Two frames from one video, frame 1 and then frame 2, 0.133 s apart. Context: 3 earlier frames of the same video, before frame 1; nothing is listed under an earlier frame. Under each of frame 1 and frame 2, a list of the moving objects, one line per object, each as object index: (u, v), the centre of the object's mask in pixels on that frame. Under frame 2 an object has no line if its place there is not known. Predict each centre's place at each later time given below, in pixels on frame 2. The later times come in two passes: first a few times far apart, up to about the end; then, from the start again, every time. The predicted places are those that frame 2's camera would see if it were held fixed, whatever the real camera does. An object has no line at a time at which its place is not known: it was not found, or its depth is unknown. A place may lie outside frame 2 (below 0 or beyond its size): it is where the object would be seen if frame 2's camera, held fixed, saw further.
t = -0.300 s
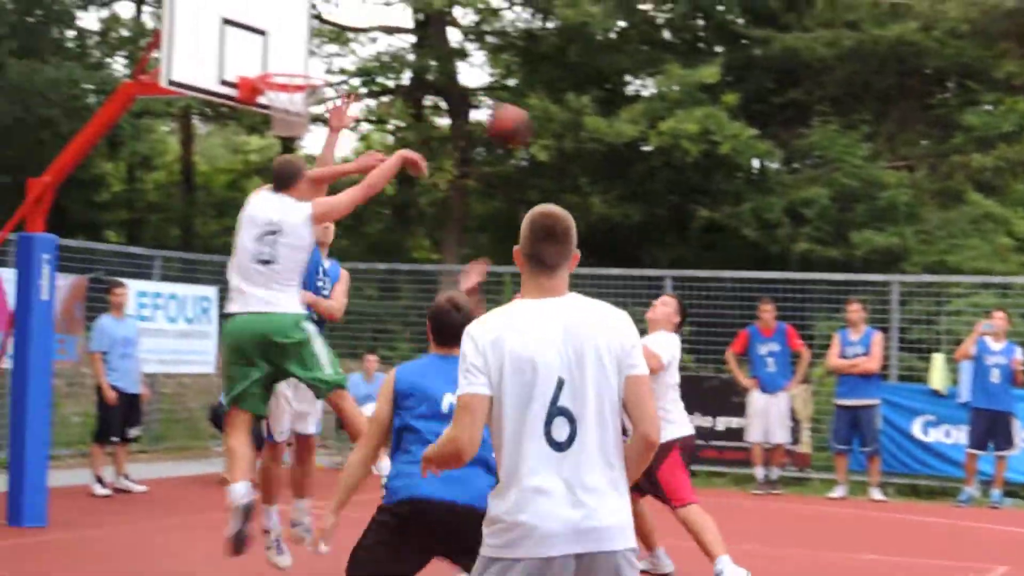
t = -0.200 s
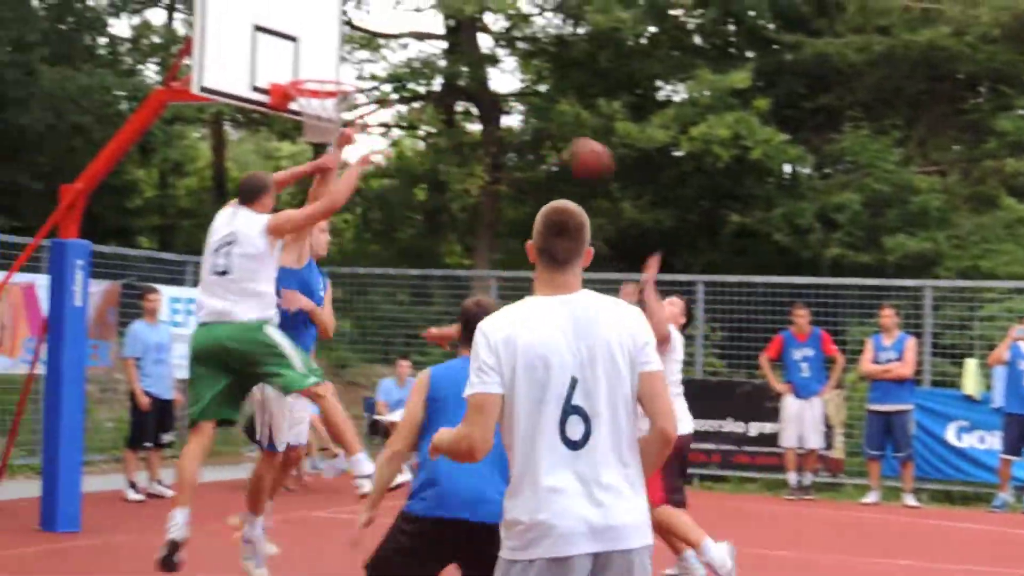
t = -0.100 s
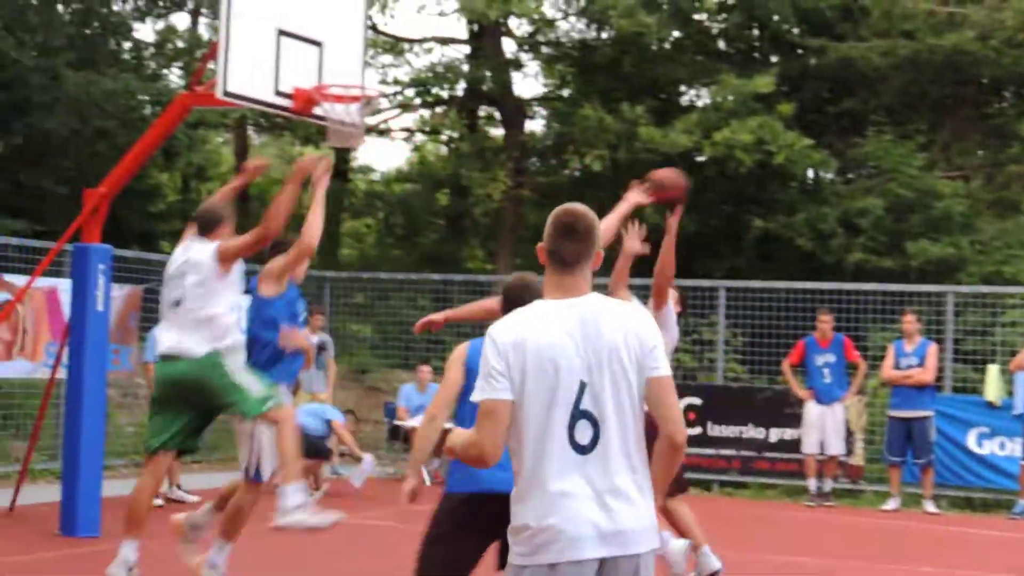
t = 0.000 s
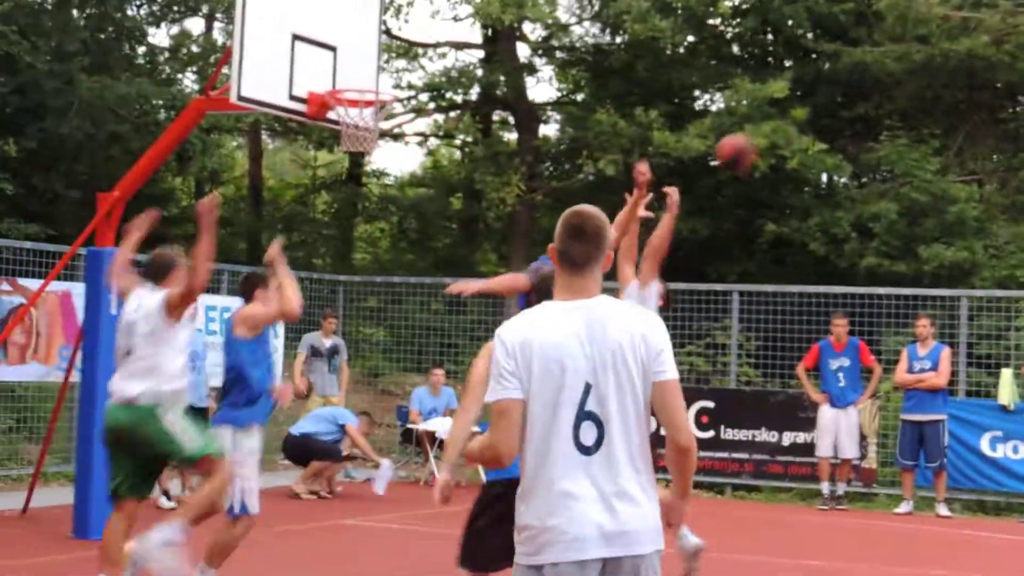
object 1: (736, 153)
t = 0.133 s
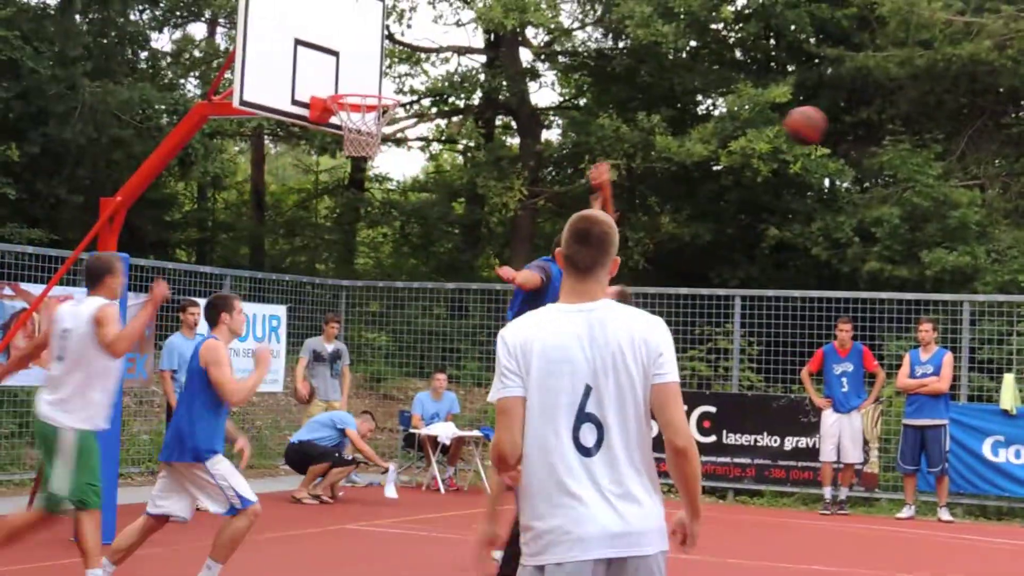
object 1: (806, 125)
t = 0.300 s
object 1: (886, 126)
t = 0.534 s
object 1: (999, 203)
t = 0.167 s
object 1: (821, 122)
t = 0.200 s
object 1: (840, 121)
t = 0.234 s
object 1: (855, 122)
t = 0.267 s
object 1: (870, 124)
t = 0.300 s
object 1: (886, 126)
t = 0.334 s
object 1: (902, 131)
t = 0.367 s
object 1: (917, 139)
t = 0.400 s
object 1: (939, 151)
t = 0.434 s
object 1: (954, 161)
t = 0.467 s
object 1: (969, 172)
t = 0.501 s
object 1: (985, 187)
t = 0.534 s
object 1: (999, 203)
